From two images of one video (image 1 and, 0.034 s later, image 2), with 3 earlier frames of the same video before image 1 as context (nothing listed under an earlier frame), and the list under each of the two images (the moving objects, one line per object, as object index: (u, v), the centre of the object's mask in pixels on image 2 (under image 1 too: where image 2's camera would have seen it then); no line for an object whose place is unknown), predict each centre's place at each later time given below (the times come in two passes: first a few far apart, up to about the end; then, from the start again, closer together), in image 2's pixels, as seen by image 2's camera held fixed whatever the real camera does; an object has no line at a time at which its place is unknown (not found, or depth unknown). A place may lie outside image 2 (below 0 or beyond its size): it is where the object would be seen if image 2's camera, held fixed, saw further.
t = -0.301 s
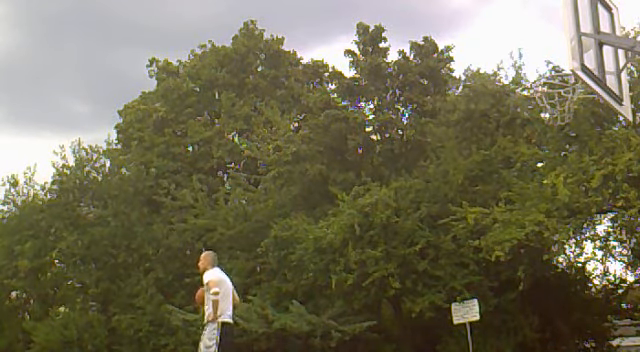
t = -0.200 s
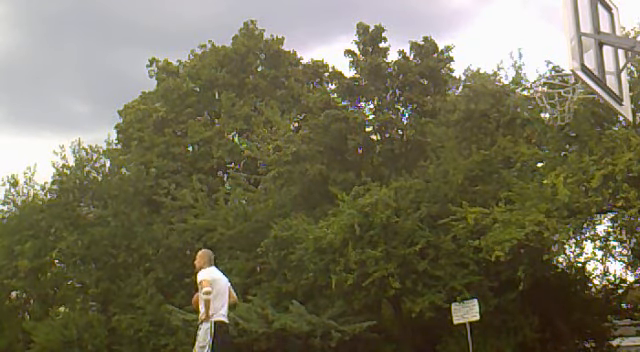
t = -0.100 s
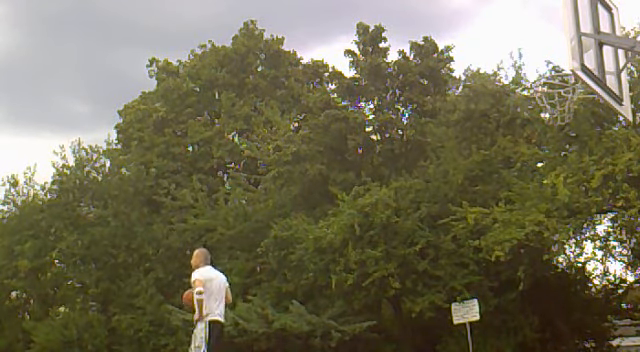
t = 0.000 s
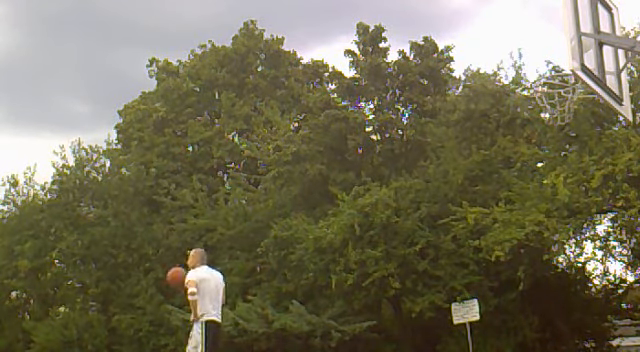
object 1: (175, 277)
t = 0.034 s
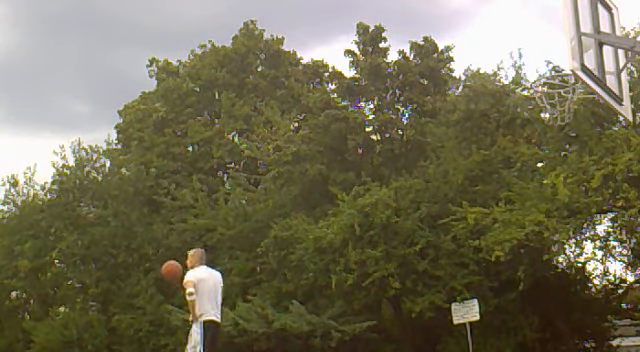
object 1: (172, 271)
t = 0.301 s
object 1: (129, 252)
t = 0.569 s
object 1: (86, 293)
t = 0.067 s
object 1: (165, 265)
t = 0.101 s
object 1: (160, 261)
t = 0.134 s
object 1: (155, 257)
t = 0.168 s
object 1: (149, 255)
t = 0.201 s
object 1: (144, 253)
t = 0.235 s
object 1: (139, 252)
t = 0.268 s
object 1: (134, 253)
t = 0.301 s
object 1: (129, 252)
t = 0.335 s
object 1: (123, 256)
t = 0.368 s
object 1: (117, 258)
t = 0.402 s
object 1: (112, 262)
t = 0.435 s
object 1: (107, 266)
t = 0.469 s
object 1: (101, 272)
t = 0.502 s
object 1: (97, 278)
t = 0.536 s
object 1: (91, 286)
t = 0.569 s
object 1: (86, 293)
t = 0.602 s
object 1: (81, 302)
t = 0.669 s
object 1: (70, 322)
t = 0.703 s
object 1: (65, 332)
